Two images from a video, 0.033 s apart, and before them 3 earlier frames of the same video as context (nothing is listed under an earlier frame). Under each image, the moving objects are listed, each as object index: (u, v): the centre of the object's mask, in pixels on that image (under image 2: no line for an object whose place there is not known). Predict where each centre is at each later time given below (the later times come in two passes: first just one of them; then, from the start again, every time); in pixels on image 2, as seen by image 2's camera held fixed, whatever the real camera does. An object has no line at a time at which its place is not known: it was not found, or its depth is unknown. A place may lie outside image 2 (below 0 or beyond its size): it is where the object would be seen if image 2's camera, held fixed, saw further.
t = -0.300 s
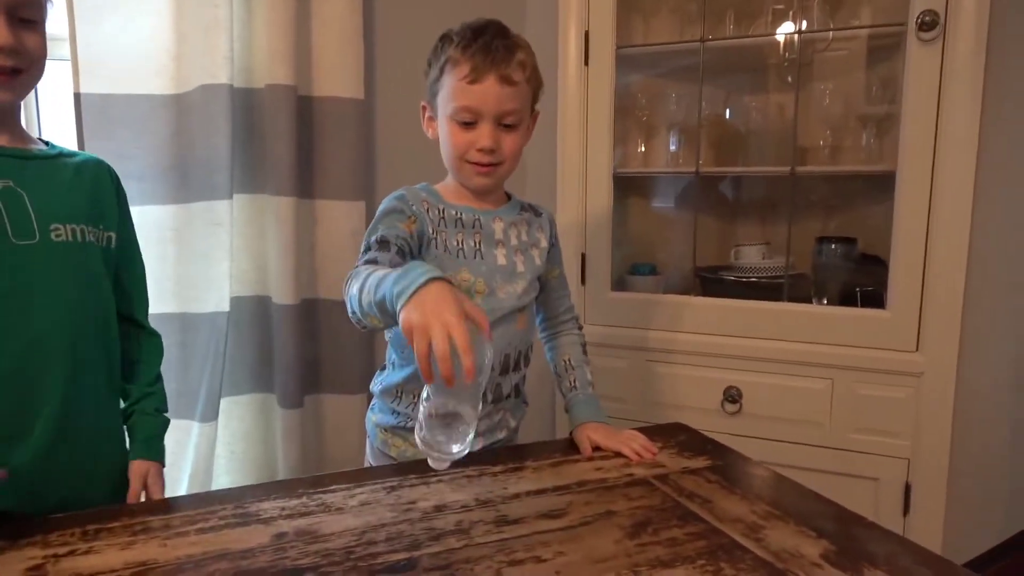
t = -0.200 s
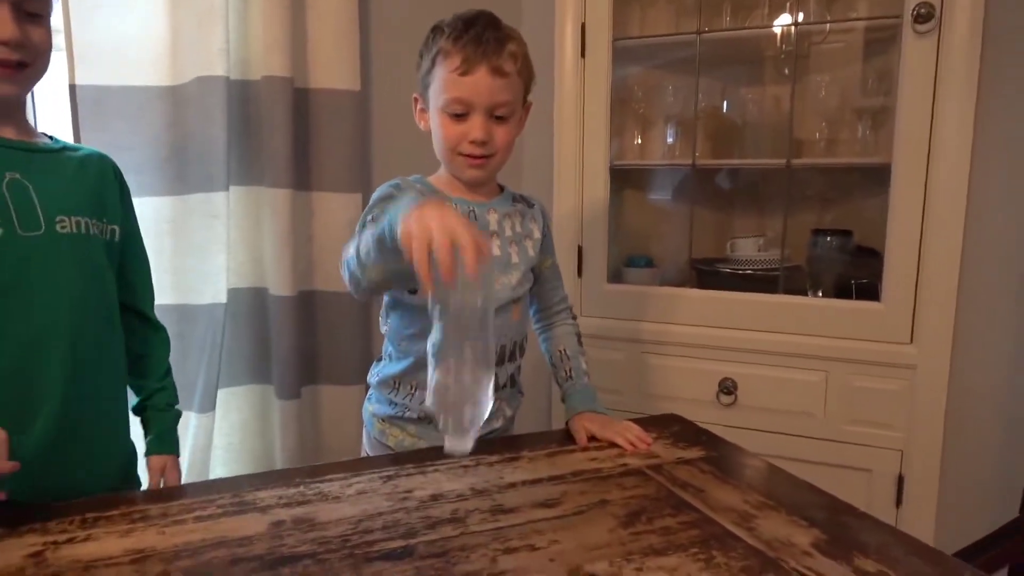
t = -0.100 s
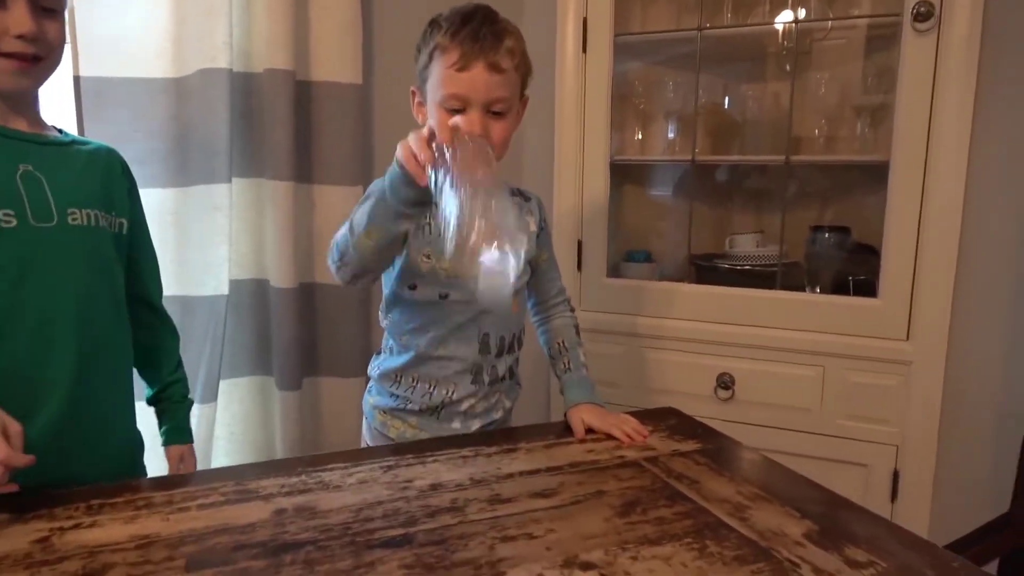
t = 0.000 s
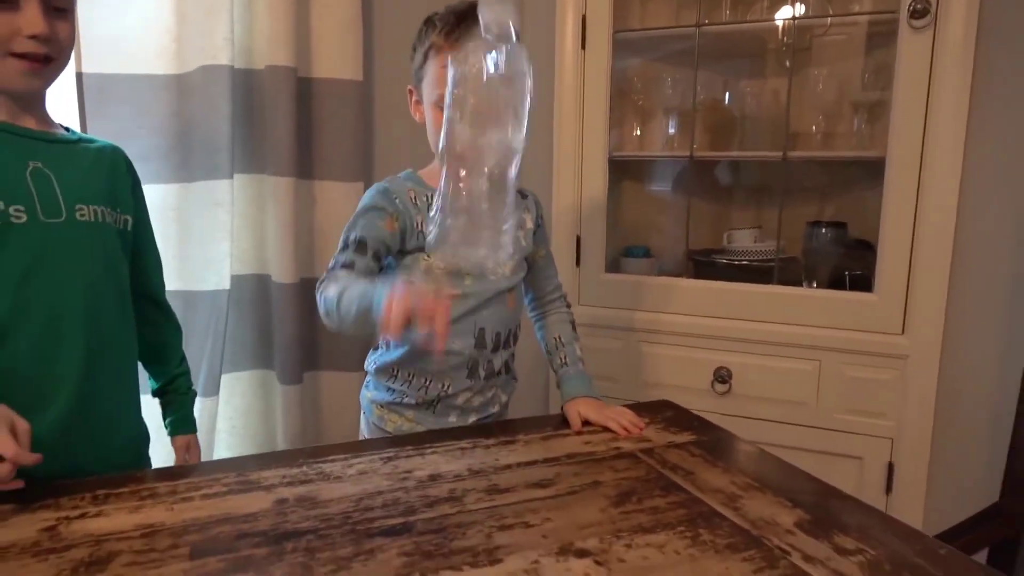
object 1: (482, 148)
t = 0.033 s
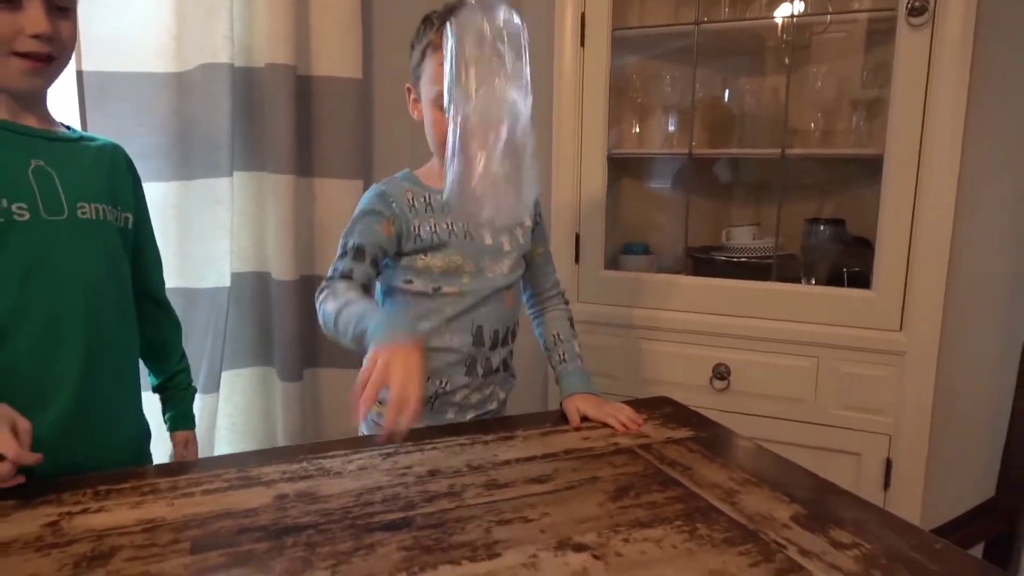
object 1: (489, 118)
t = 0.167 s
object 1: (496, 92)
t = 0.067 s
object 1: (497, 88)
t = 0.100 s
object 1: (502, 63)
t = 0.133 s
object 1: (500, 64)
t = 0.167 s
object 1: (496, 92)
